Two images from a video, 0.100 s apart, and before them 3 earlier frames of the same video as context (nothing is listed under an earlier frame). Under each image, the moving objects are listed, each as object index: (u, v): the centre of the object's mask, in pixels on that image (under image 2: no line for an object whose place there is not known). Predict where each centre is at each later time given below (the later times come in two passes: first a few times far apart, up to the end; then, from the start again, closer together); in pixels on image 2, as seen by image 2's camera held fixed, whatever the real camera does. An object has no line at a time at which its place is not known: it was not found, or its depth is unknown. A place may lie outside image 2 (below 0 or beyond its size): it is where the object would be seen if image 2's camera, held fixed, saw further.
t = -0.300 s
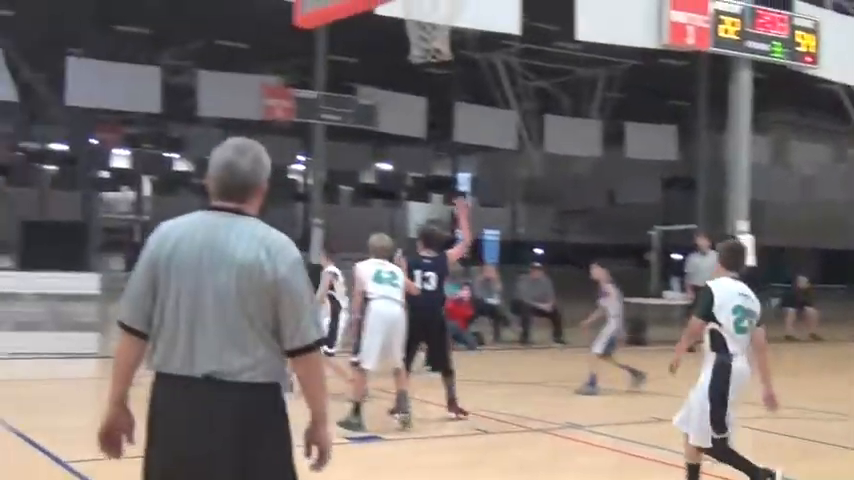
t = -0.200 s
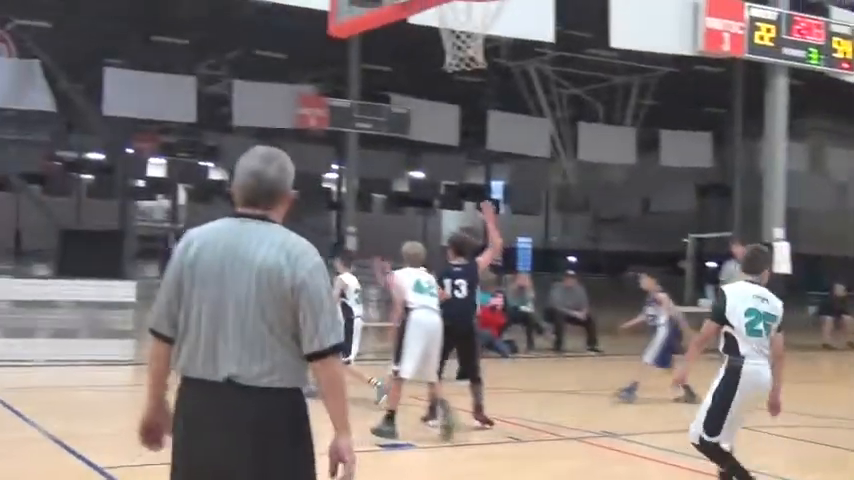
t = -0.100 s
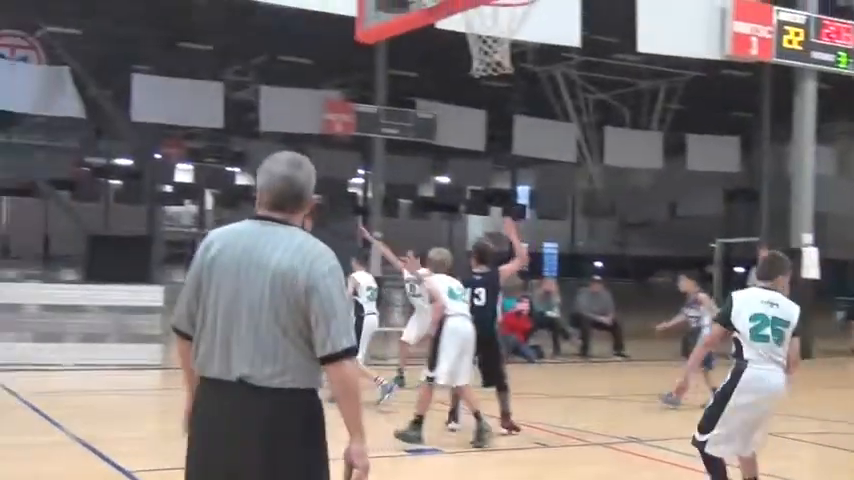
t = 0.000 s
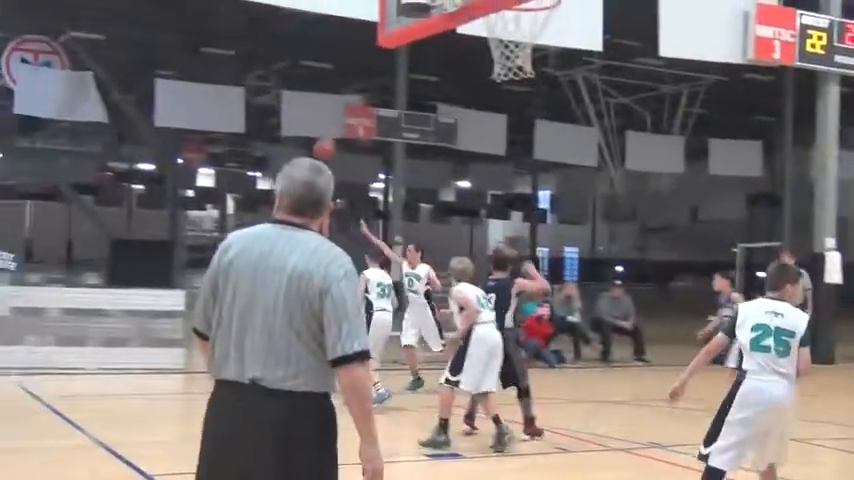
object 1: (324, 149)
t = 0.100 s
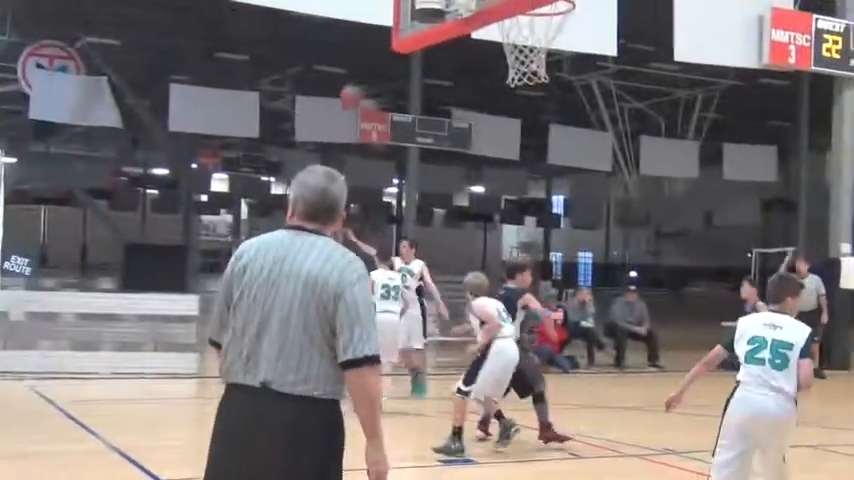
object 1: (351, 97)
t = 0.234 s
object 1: (369, 32)
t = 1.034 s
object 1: (520, -38)
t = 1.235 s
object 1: (536, 22)
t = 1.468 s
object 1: (551, 35)
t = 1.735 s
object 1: (531, 93)
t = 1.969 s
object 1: (491, 230)
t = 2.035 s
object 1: (489, 288)
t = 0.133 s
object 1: (355, 80)
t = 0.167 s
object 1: (360, 63)
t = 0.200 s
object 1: (364, 47)
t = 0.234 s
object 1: (369, 32)
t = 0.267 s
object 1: (374, 15)
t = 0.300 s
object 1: (378, 1)
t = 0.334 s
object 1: (382, -7)
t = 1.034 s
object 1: (520, -38)
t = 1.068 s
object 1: (528, -32)
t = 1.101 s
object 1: (536, -28)
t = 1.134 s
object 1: (544, 11)
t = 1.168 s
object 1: (532, 18)
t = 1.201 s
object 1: (528, 21)
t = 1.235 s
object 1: (536, 22)
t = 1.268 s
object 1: (545, 24)
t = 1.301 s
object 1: (552, 23)
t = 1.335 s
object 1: (555, 24)
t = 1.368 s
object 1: (556, 22)
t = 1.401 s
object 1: (552, 34)
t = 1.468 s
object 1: (551, 35)
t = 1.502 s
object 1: (549, 38)
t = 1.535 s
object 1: (553, 31)
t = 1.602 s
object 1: (545, 58)
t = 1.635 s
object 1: (545, 67)
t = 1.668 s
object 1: (541, 76)
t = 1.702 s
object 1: (535, 83)
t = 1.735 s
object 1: (531, 93)
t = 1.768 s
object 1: (527, 106)
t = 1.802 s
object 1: (523, 123)
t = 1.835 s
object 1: (515, 145)
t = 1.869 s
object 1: (508, 163)
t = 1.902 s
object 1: (505, 185)
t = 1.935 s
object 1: (496, 206)
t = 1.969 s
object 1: (491, 230)
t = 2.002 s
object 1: (491, 263)
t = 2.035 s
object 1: (489, 288)
